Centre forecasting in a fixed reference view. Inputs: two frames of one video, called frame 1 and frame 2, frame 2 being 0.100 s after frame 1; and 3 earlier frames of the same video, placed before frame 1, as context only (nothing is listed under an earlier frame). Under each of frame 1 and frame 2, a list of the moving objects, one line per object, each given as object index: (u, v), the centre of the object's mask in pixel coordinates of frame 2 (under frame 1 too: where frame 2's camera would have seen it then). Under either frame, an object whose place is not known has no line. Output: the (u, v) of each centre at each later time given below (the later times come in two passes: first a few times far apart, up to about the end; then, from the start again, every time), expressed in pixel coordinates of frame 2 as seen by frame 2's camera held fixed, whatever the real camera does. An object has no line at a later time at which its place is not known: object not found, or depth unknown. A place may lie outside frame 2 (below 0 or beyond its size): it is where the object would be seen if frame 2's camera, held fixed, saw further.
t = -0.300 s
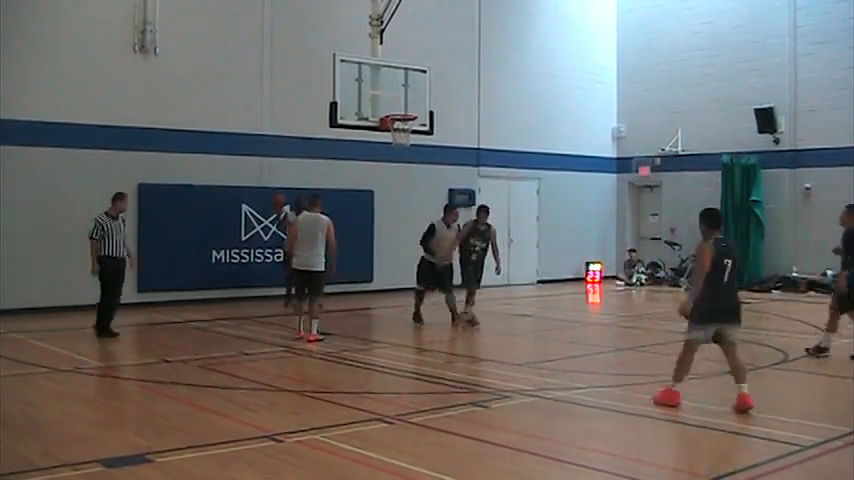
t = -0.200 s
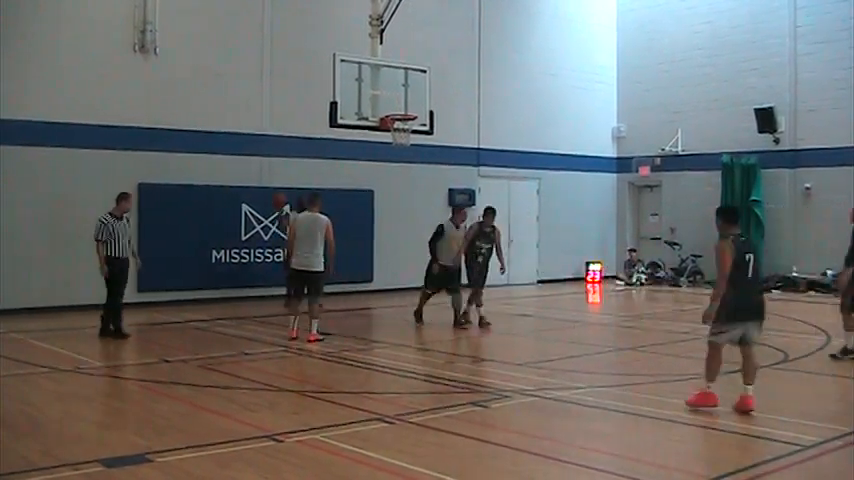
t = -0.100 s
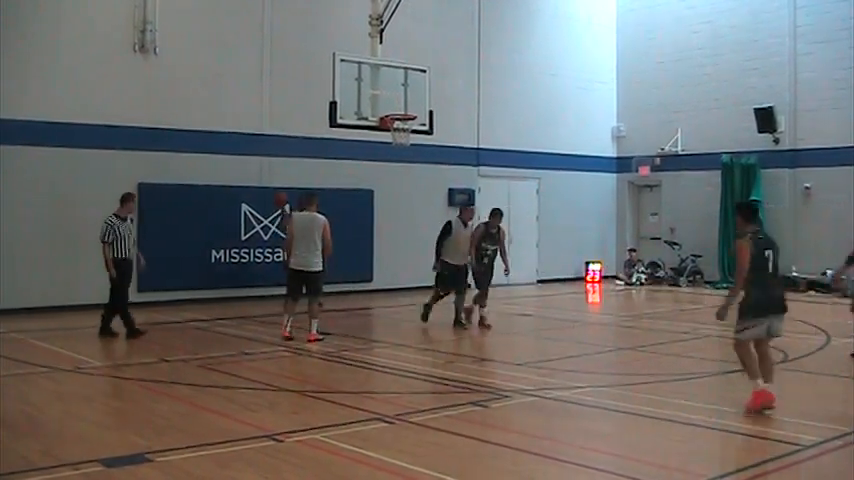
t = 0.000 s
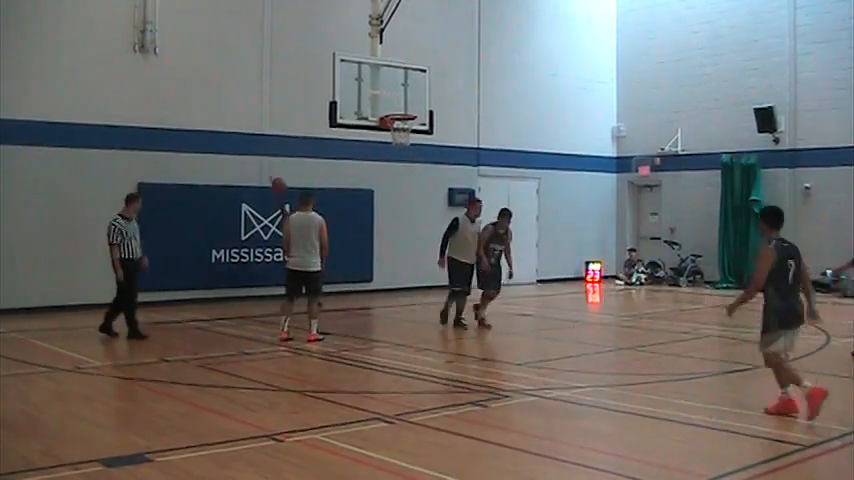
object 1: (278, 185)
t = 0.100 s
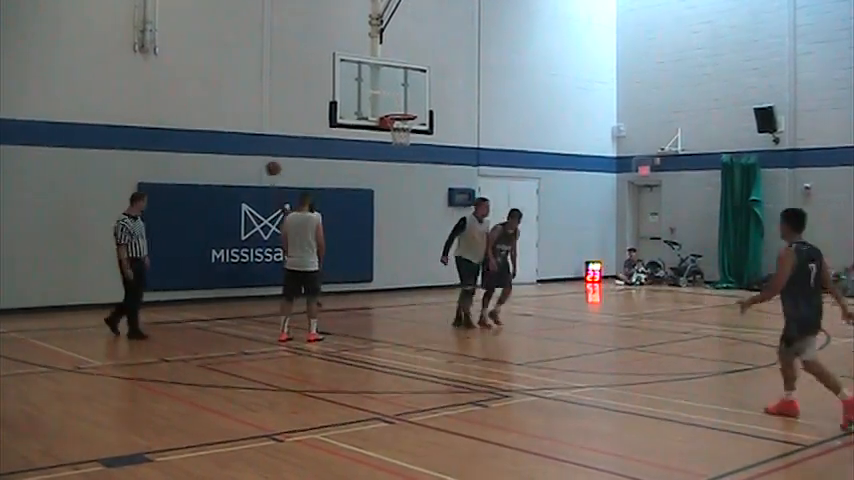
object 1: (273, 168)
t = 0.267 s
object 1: (263, 152)
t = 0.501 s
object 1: (248, 160)
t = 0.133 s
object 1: (270, 164)
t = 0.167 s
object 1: (268, 159)
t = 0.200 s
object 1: (268, 156)
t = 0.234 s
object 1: (265, 154)
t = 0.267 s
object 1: (263, 152)
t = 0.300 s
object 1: (262, 152)
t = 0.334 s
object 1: (260, 151)
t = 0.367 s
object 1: (257, 152)
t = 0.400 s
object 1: (255, 153)
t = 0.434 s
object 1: (253, 154)
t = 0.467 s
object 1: (250, 157)
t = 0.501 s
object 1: (248, 160)
